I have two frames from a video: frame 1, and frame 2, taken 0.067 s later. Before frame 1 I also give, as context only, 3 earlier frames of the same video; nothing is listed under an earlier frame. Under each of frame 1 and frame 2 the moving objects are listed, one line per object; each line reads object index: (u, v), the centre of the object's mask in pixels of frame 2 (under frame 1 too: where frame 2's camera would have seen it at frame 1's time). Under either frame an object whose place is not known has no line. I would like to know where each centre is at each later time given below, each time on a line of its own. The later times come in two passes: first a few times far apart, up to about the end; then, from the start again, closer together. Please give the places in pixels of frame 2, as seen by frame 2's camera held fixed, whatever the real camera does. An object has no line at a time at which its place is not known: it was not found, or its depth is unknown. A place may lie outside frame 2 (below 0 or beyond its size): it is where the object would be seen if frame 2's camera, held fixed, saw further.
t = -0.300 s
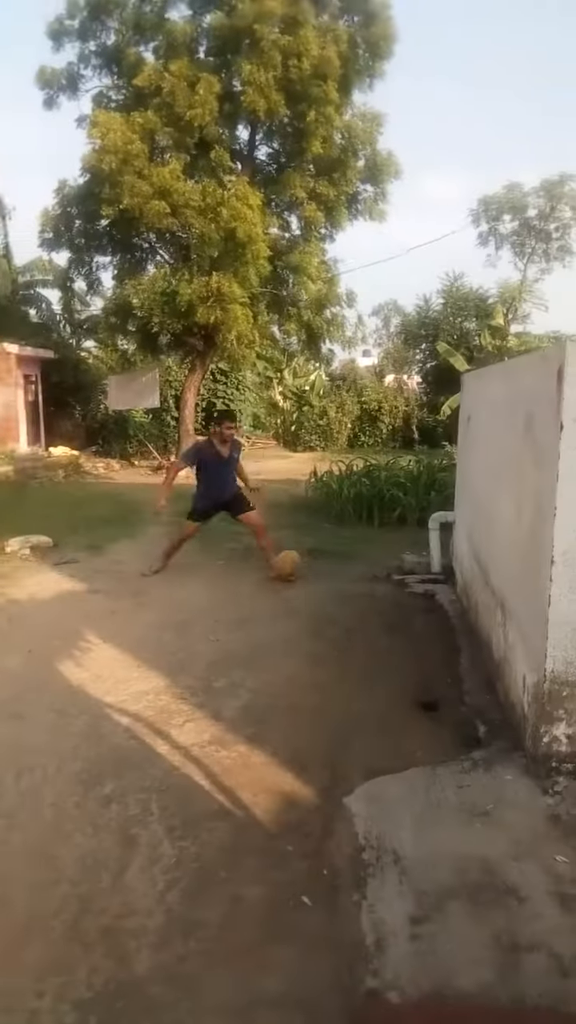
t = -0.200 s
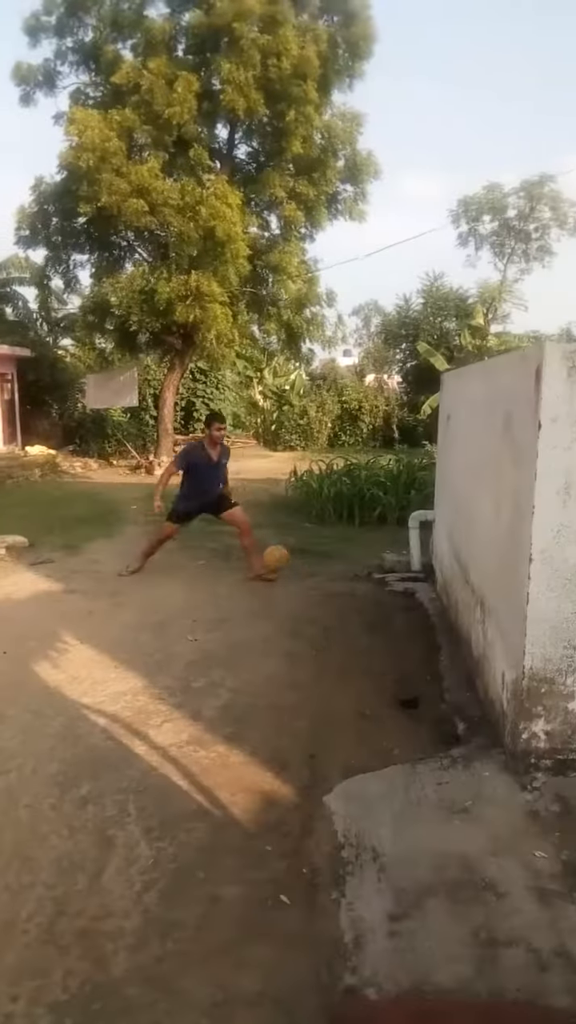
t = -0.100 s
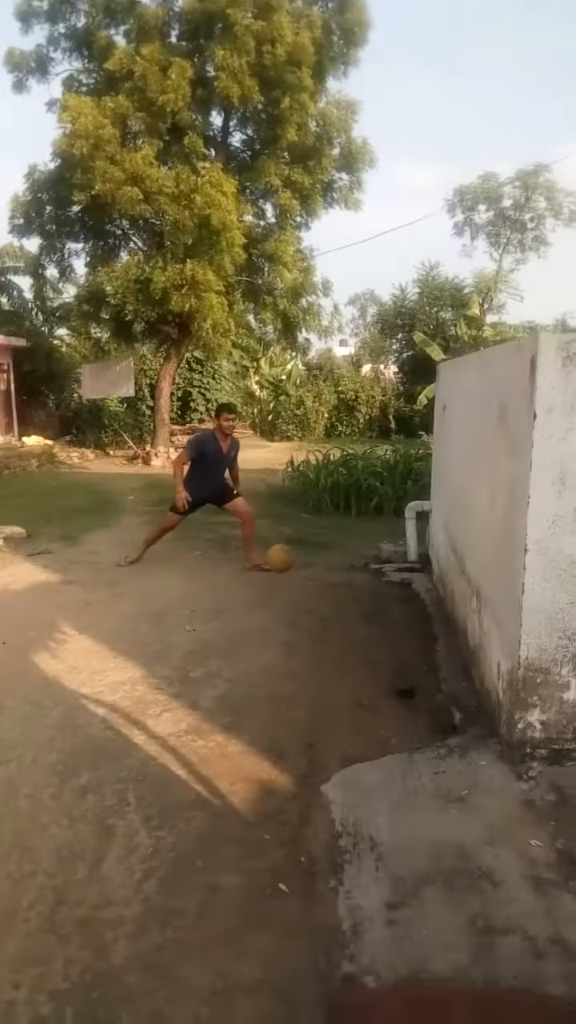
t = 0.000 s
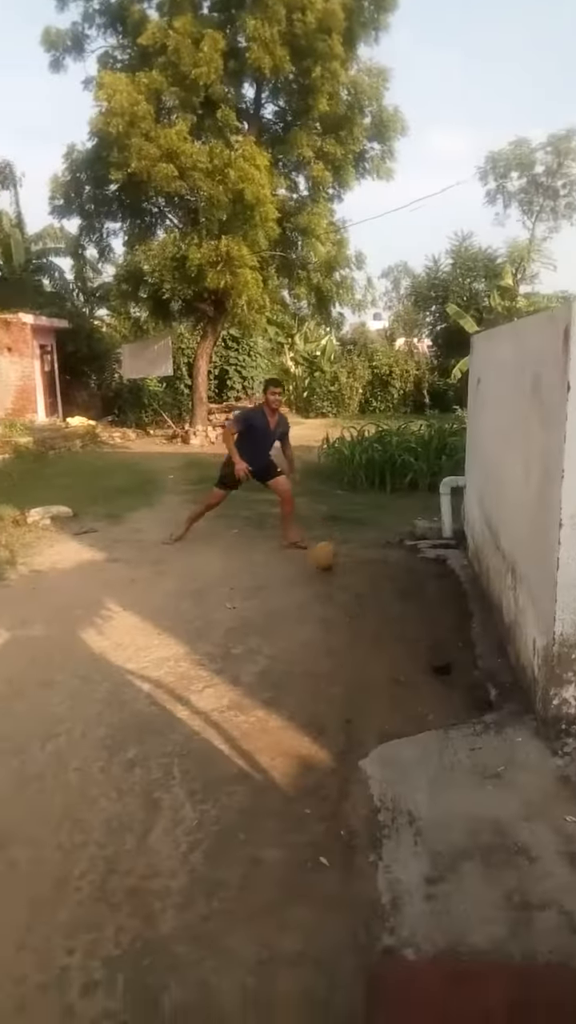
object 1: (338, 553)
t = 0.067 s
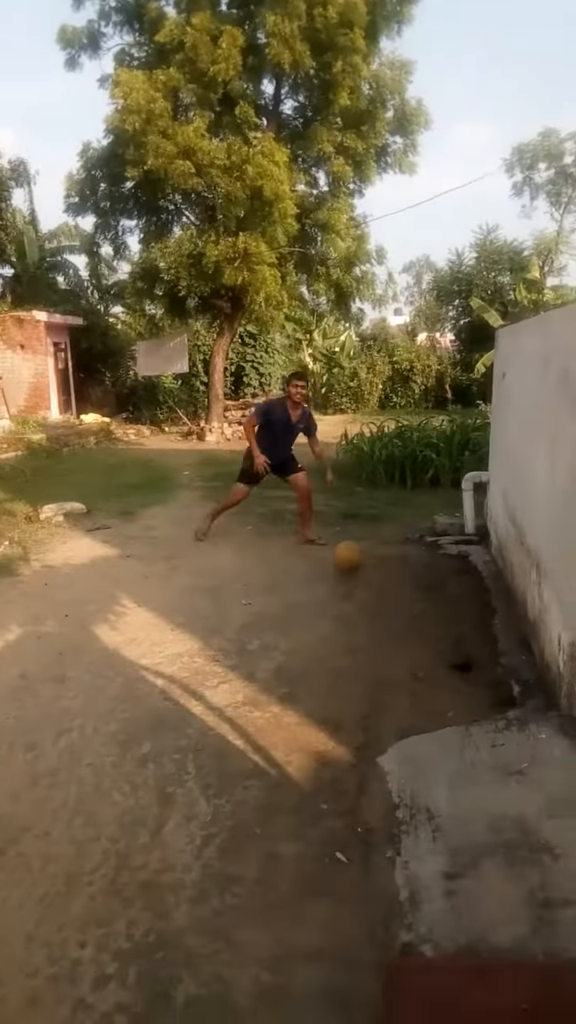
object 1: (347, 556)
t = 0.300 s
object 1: (368, 573)
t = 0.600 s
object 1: (406, 603)
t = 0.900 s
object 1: (442, 633)
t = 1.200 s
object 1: (476, 679)
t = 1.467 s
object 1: (482, 688)
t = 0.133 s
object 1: (352, 553)
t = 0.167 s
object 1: (354, 554)
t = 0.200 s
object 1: (357, 557)
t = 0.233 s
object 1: (363, 560)
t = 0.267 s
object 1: (366, 567)
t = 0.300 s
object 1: (368, 573)
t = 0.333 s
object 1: (372, 582)
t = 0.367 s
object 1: (375, 582)
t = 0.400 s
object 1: (380, 581)
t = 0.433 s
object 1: (384, 583)
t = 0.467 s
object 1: (389, 585)
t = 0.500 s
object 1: (394, 590)
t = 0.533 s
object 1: (398, 599)
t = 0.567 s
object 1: (404, 604)
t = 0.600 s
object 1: (406, 603)
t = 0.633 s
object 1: (410, 605)
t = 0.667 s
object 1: (415, 608)
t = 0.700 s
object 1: (419, 611)
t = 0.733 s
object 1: (424, 618)
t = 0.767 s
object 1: (427, 621)
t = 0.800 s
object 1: (431, 621)
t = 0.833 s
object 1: (435, 623)
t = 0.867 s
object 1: (438, 627)
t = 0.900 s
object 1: (442, 633)
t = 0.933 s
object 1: (449, 640)
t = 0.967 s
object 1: (451, 642)
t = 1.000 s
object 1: (454, 644)
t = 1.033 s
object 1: (460, 651)
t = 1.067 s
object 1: (464, 657)
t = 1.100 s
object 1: (467, 662)
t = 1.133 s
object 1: (470, 666)
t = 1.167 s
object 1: (473, 673)
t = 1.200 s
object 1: (476, 679)
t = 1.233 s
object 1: (479, 685)
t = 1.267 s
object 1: (483, 691)
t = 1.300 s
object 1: (483, 687)
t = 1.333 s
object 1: (483, 684)
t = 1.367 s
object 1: (483, 684)
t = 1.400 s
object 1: (483, 684)
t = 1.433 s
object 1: (483, 683)
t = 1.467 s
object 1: (482, 688)
